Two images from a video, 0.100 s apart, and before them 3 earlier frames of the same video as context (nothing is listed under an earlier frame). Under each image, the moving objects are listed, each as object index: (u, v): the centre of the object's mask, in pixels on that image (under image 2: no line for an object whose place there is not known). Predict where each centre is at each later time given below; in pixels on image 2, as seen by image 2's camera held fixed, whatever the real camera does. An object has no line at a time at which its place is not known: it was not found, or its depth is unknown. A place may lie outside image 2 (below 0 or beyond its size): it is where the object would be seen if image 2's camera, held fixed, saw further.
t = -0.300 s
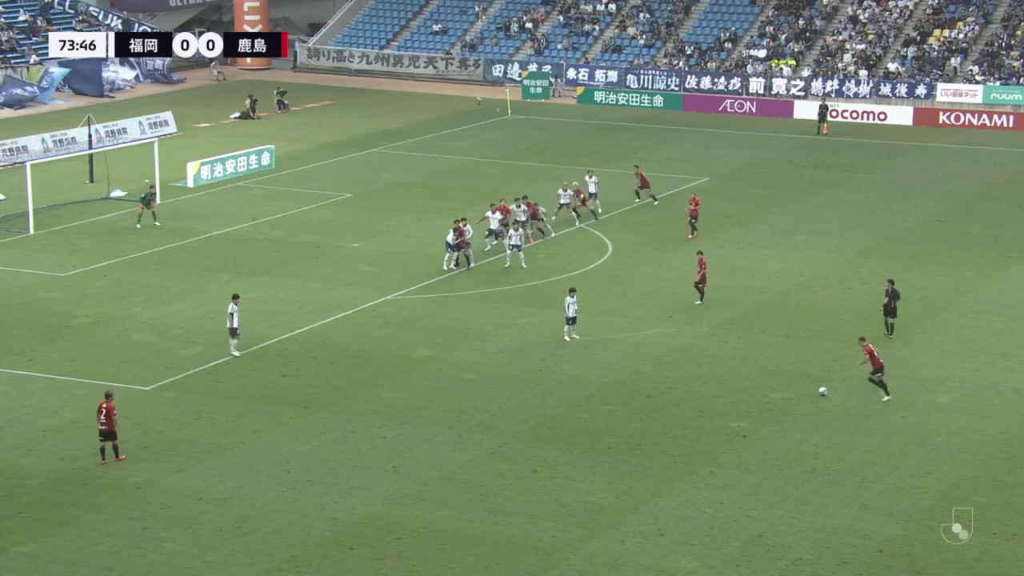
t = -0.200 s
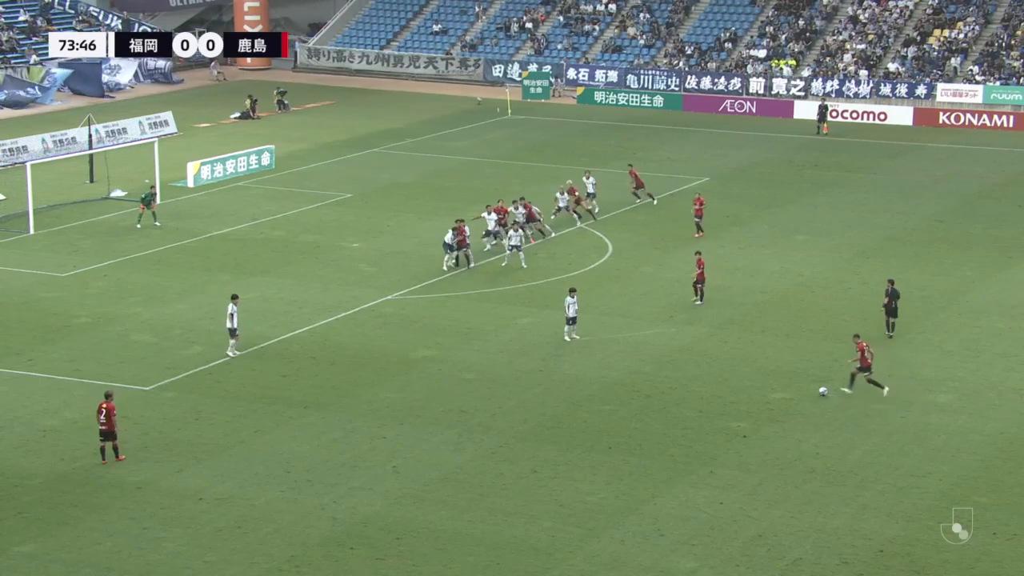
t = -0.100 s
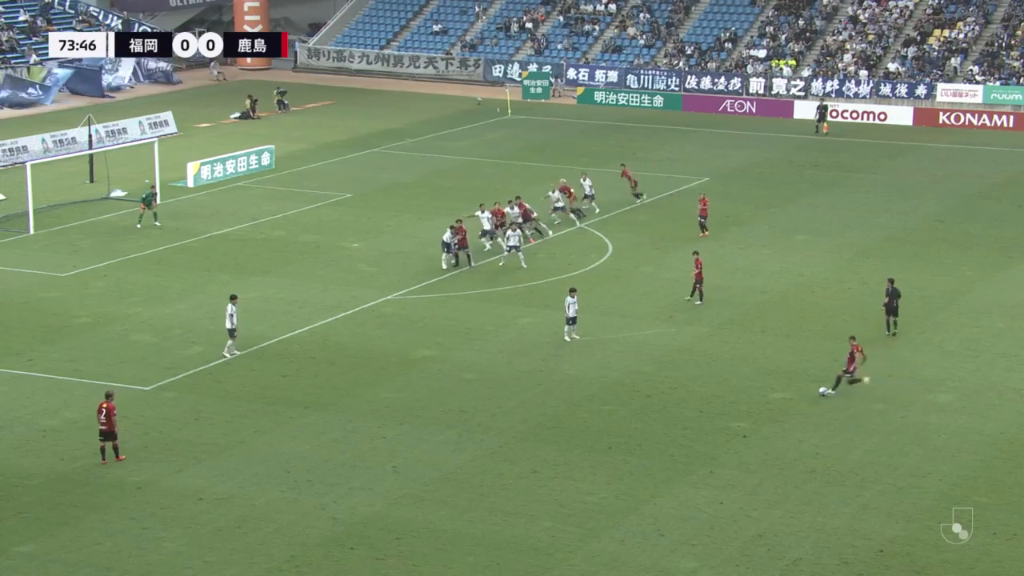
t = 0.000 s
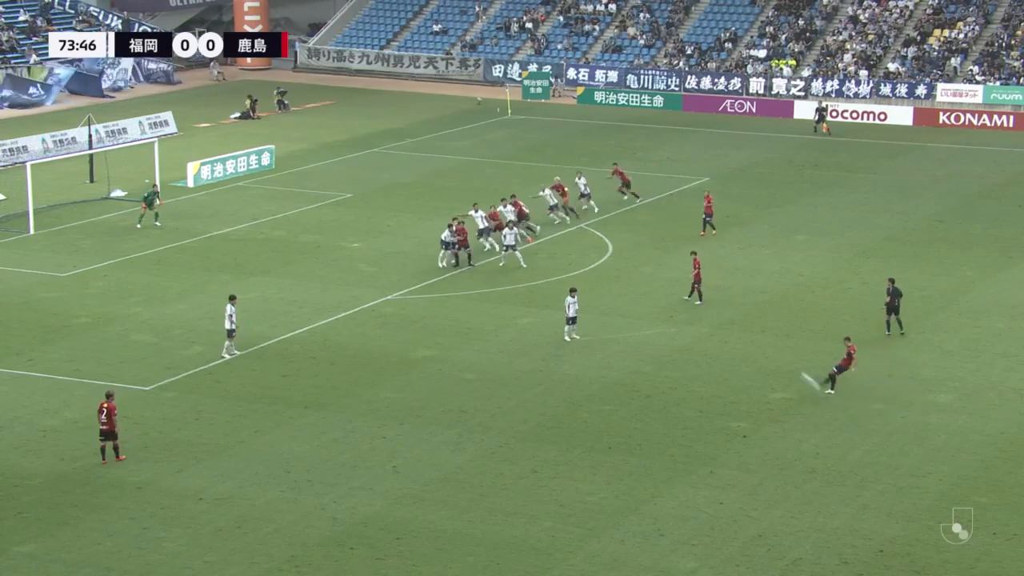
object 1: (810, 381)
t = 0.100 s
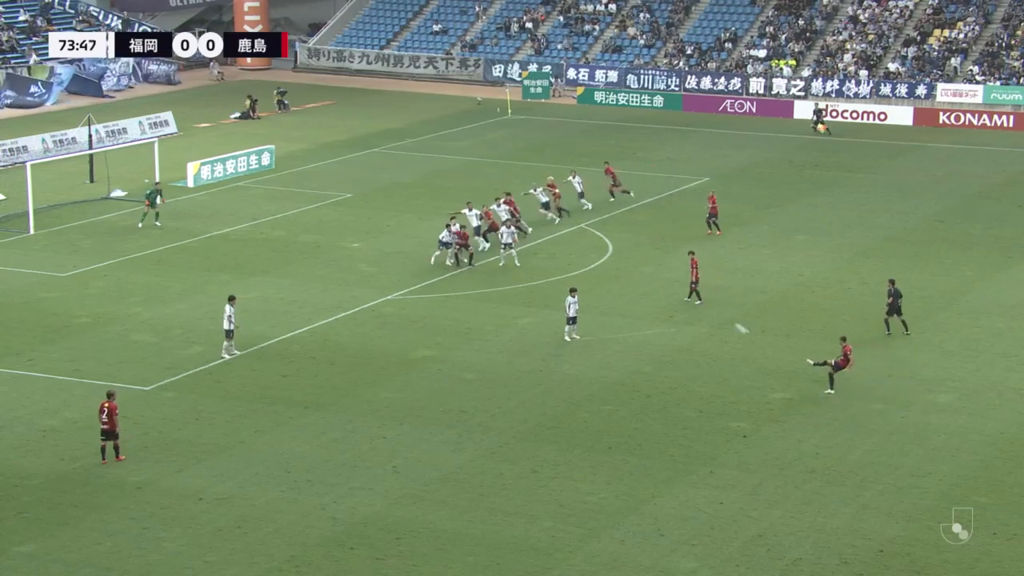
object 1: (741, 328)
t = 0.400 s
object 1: (594, 215)
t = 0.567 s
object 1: (538, 174)
